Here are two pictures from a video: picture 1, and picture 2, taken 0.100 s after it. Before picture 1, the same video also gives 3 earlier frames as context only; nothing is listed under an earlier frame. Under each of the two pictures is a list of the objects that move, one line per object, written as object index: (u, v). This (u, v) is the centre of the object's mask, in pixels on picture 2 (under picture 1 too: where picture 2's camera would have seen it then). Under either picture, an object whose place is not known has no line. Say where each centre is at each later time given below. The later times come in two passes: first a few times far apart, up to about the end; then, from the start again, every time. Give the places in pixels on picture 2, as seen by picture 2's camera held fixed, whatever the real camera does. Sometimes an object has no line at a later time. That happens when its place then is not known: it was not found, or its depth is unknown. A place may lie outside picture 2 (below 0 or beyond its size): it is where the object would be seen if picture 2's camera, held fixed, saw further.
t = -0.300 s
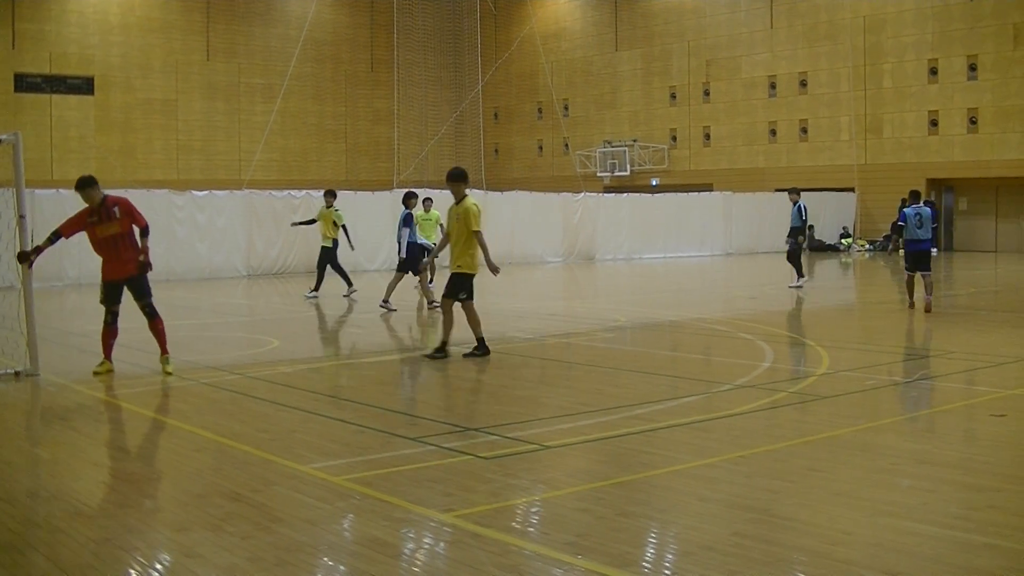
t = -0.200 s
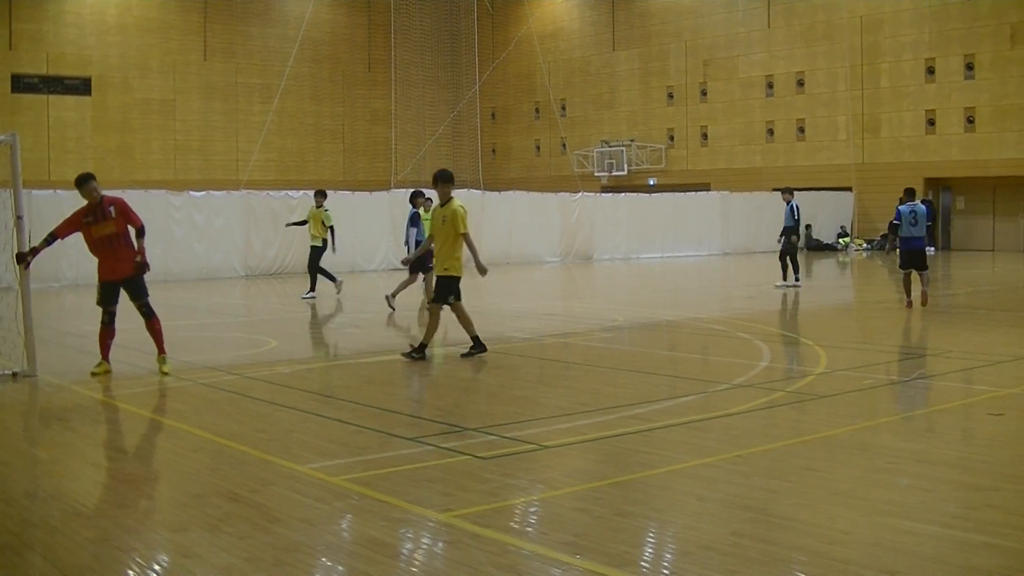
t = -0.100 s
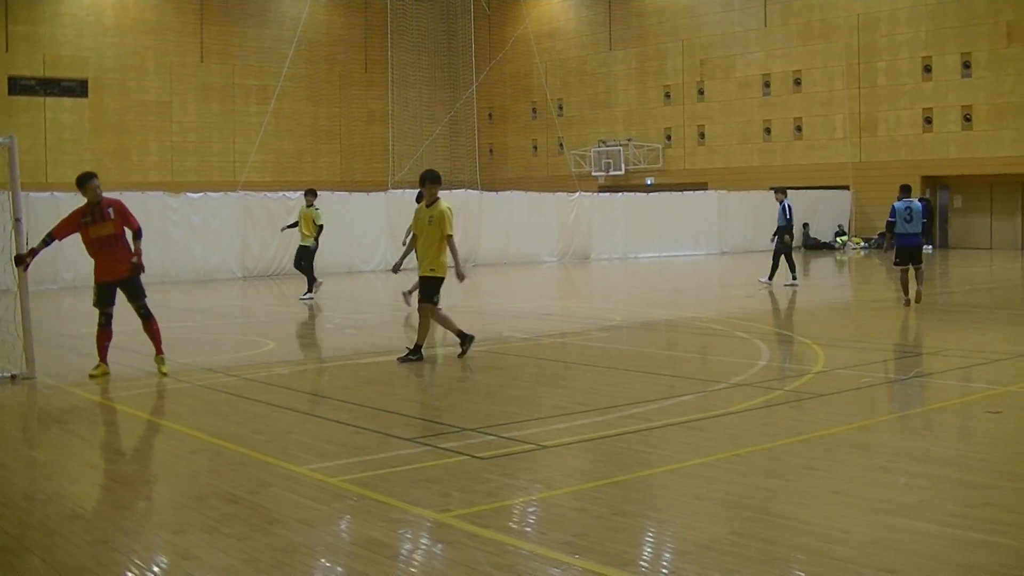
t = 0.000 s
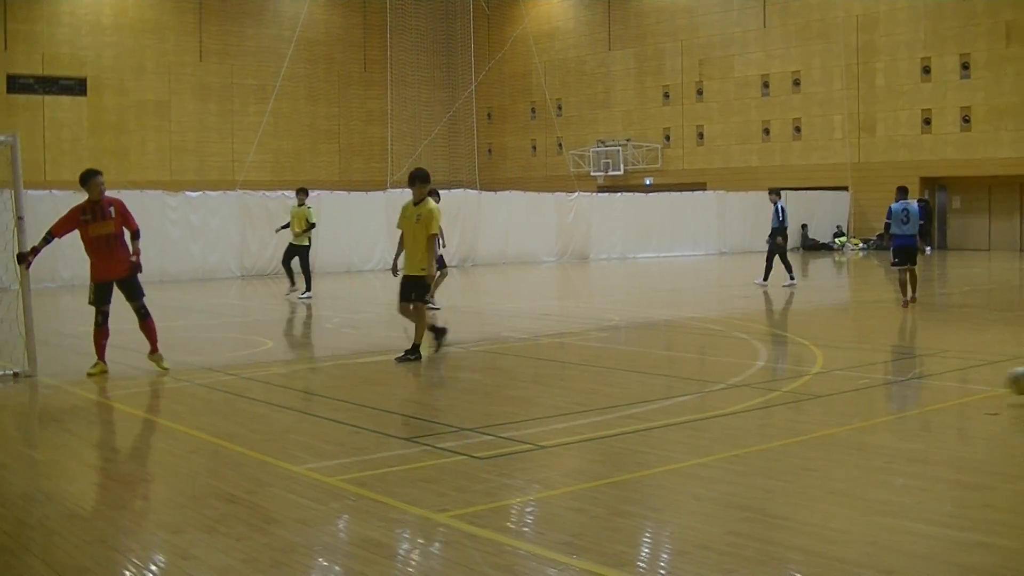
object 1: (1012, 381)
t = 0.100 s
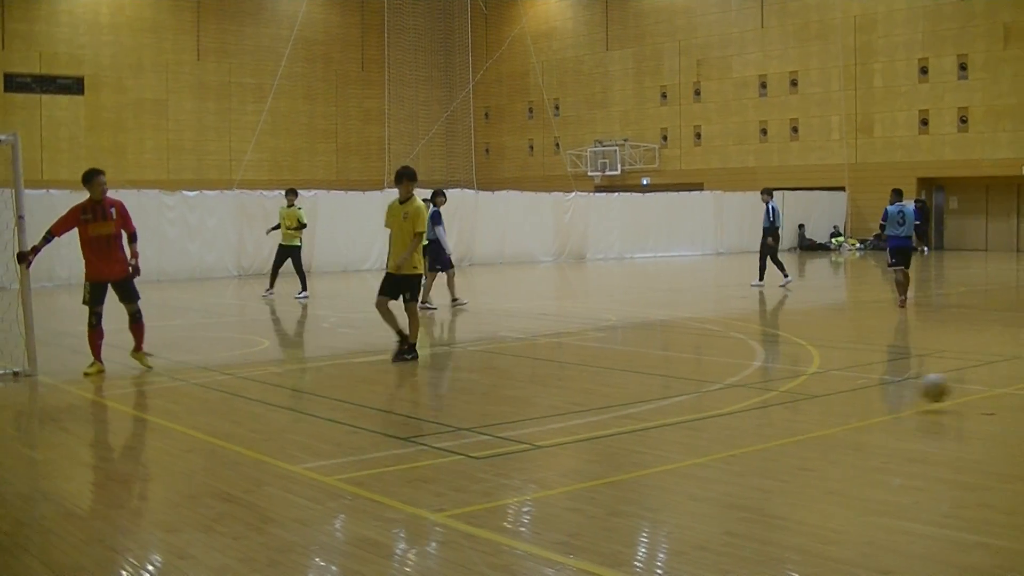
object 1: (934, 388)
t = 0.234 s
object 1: (818, 400)
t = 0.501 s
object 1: (588, 418)
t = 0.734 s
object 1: (399, 430)
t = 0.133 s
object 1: (903, 394)
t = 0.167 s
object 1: (877, 400)
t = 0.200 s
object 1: (847, 399)
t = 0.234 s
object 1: (818, 400)
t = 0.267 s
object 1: (791, 402)
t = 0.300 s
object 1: (761, 406)
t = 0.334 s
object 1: (731, 410)
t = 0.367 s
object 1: (702, 408)
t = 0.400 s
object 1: (673, 411)
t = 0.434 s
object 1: (644, 417)
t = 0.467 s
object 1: (617, 416)
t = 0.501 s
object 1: (588, 418)
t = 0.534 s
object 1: (560, 421)
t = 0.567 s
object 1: (532, 424)
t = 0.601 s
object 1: (504, 423)
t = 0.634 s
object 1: (478, 425)
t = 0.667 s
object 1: (453, 428)
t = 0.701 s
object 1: (425, 430)
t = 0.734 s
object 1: (399, 430)
